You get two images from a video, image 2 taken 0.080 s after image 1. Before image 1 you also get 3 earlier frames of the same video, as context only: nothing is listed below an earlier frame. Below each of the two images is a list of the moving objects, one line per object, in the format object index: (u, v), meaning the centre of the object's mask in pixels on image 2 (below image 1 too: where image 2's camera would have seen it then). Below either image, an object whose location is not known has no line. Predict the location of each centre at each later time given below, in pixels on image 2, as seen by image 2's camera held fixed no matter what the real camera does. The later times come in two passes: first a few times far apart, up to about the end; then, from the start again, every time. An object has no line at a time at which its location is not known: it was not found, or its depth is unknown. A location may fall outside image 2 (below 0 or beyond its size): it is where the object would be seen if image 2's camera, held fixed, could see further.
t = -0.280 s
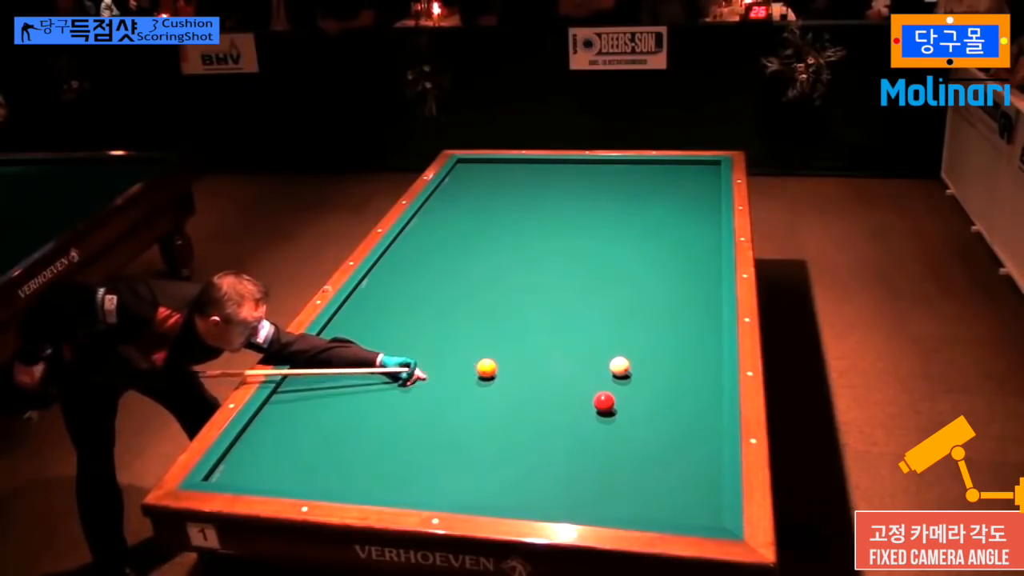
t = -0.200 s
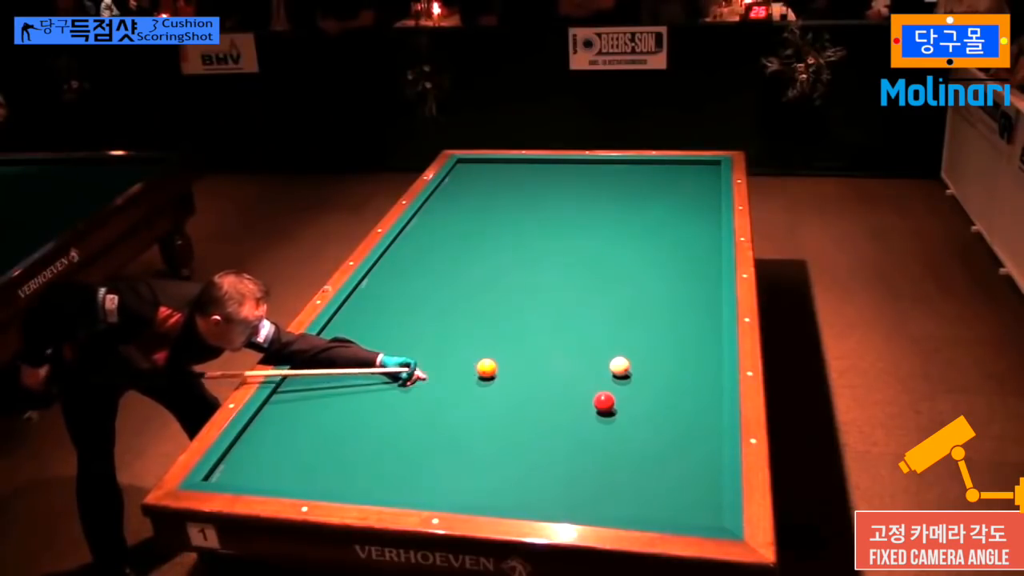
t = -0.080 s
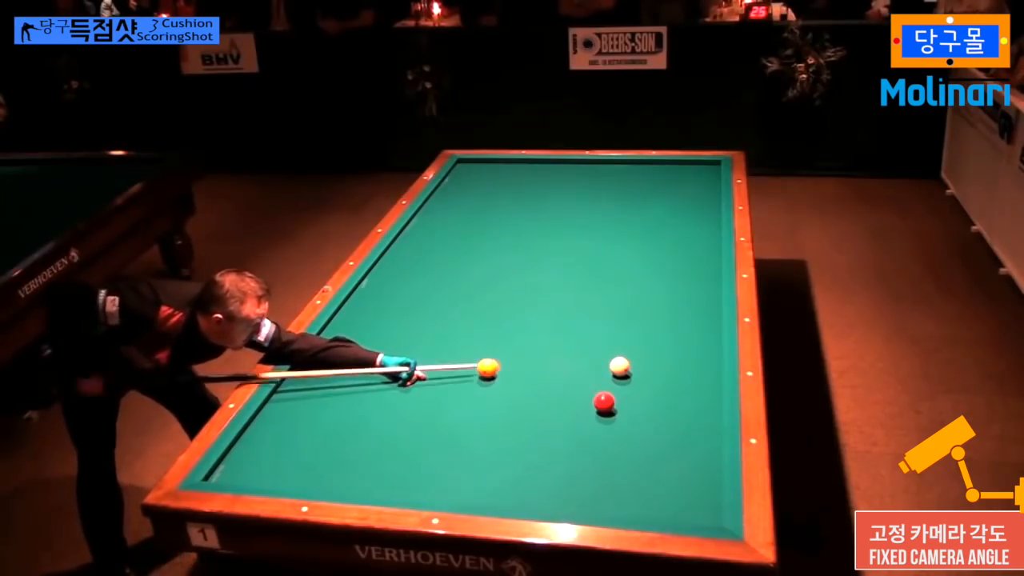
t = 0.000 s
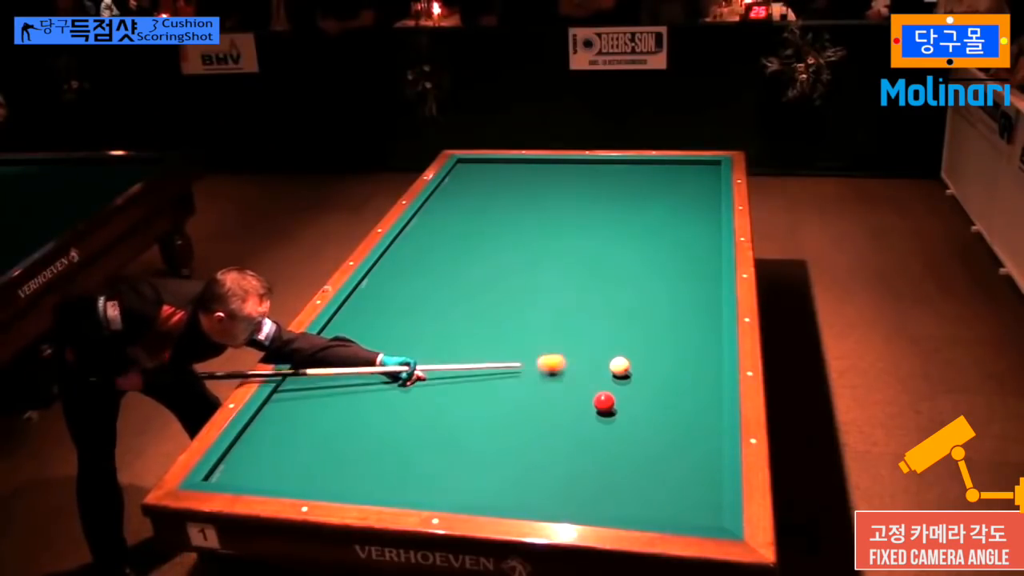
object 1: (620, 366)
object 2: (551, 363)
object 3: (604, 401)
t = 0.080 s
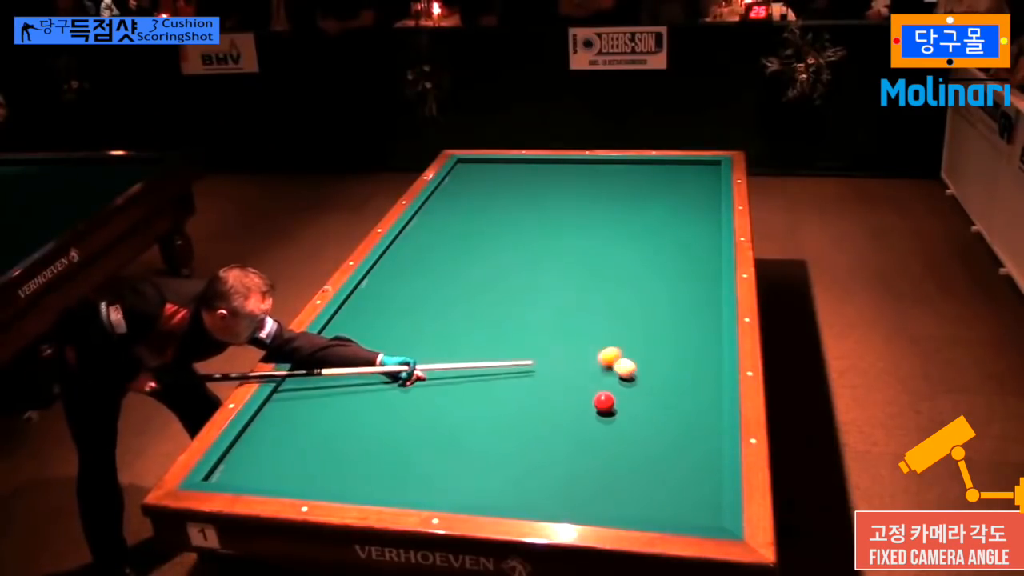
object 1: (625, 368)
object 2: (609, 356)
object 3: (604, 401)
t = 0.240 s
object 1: (689, 396)
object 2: (665, 326)
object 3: (604, 401)
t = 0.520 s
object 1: (659, 423)
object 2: (692, 281)
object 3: (604, 401)
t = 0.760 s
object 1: (605, 441)
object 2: (660, 247)
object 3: (604, 401)
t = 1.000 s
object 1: (550, 459)
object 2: (634, 217)
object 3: (604, 402)
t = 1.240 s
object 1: (494, 478)
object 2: (612, 192)
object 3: (604, 402)
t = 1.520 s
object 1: (431, 490)
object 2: (589, 168)
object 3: (604, 402)
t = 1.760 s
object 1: (393, 475)
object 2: (557, 170)
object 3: (604, 402)
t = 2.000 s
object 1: (359, 460)
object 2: (517, 181)
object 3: (604, 402)
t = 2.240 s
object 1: (327, 446)
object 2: (476, 193)
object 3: (604, 402)
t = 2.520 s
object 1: (293, 430)
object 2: (426, 207)
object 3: (604, 402)
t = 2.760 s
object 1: (267, 418)
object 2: (437, 220)
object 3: (604, 402)
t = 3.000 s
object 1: (283, 408)
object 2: (447, 234)
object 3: (604, 402)
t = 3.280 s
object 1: (312, 396)
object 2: (461, 251)
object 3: (604, 402)
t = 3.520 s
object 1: (336, 388)
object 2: (473, 266)
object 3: (604, 402)
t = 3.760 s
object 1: (357, 379)
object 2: (486, 283)
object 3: (604, 402)
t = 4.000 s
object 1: (378, 371)
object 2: (501, 301)
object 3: (604, 402)
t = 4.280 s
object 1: (401, 363)
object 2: (518, 323)
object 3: (604, 402)
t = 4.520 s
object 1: (420, 355)
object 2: (535, 344)
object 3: (604, 402)
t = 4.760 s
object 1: (437, 349)
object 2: (553, 366)
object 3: (604, 402)
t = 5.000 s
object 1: (454, 343)
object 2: (572, 390)
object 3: (604, 401)
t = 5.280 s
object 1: (471, 336)
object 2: (591, 420)
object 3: (608, 401)
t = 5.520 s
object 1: (485, 331)
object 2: (605, 448)
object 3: (615, 401)
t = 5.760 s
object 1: (499, 326)
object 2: (620, 479)
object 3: (621, 401)
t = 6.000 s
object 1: (511, 322)
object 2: (637, 510)
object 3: (627, 400)
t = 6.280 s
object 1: (524, 316)
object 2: (667, 492)
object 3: (631, 400)
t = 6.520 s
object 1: (535, 313)
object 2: (691, 477)
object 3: (635, 400)
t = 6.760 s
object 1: (545, 309)
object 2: (709, 463)
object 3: (637, 400)
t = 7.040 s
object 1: (555, 305)
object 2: (696, 446)
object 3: (639, 400)
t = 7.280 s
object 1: (564, 302)
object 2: (685, 433)
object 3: (639, 400)
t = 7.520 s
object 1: (572, 300)
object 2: (676, 422)
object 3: (639, 400)
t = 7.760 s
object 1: (579, 297)
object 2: (667, 411)
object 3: (639, 400)
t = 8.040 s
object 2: (659, 400)
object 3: (638, 400)
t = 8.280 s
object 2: (658, 391)
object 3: (633, 399)
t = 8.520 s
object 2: (656, 384)
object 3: (629, 398)
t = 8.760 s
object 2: (655, 377)
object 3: (626, 398)
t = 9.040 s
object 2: (654, 370)
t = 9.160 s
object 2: (654, 367)
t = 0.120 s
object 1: (640, 374)
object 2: (625, 348)
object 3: (604, 401)
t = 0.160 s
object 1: (657, 382)
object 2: (639, 340)
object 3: (604, 401)
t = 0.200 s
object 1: (673, 389)
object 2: (652, 333)
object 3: (604, 401)
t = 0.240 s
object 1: (689, 396)
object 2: (665, 326)
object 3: (604, 401)
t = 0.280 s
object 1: (704, 403)
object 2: (678, 320)
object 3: (604, 401)
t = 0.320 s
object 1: (708, 408)
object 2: (690, 313)
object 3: (604, 401)
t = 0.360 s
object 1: (697, 411)
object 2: (702, 307)
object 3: (604, 401)
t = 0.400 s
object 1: (687, 415)
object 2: (713, 302)
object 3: (604, 401)
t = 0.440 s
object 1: (677, 417)
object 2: (707, 294)
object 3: (604, 401)
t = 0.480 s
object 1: (668, 421)
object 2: (699, 288)
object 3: (604, 401)
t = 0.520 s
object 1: (659, 423)
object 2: (692, 281)
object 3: (604, 401)
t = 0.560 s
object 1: (650, 426)
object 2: (685, 275)
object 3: (604, 401)
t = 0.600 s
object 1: (641, 429)
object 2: (680, 269)
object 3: (604, 401)
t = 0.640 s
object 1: (632, 432)
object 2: (674, 263)
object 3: (604, 401)
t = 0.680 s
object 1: (623, 435)
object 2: (669, 257)
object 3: (604, 401)
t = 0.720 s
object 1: (614, 438)
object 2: (664, 252)
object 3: (604, 401)
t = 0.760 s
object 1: (605, 441)
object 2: (660, 247)
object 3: (604, 401)
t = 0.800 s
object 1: (596, 444)
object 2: (655, 241)
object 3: (604, 401)
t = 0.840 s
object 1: (587, 447)
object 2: (651, 236)
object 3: (604, 401)
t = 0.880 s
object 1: (578, 450)
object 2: (646, 231)
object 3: (604, 401)
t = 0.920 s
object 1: (569, 453)
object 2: (642, 226)
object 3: (604, 401)
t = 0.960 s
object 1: (560, 456)
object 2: (638, 222)
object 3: (604, 401)
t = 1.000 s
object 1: (550, 459)
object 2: (634, 217)
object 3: (604, 402)
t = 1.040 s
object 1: (541, 462)
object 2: (630, 213)
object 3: (604, 402)
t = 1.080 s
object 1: (532, 466)
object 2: (626, 208)
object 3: (604, 402)
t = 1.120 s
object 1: (522, 468)
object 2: (622, 204)
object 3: (604, 402)
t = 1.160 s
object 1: (513, 472)
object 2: (619, 200)
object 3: (604, 402)
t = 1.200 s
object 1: (503, 475)
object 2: (615, 196)
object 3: (604, 402)
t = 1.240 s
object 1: (494, 478)
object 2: (612, 192)
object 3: (604, 402)
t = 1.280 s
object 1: (484, 482)
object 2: (608, 188)
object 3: (604, 402)
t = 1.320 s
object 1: (474, 484)
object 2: (605, 185)
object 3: (604, 402)
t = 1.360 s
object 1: (465, 488)
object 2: (602, 181)
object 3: (604, 402)
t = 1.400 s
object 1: (455, 490)
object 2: (599, 178)
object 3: (604, 402)
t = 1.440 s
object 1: (446, 492)
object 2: (595, 174)
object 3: (604, 402)
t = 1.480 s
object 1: (437, 492)
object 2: (592, 171)
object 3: (604, 402)
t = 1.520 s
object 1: (431, 490)
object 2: (589, 168)
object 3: (604, 402)
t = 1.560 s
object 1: (424, 488)
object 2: (586, 164)
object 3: (604, 402)
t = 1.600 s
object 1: (418, 485)
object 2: (584, 161)
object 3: (604, 402)
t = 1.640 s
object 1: (412, 482)
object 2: (577, 163)
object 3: (604, 402)
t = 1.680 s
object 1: (405, 480)
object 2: (570, 165)
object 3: (604, 401)
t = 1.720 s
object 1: (399, 477)
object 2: (564, 168)
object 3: (604, 402)
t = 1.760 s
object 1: (393, 475)
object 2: (557, 170)
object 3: (604, 402)
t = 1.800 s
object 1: (387, 472)
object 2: (550, 172)
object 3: (604, 402)
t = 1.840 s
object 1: (381, 470)
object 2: (543, 174)
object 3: (604, 402)
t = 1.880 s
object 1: (375, 467)
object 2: (537, 176)
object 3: (604, 402)
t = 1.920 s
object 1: (370, 465)
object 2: (530, 178)
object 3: (604, 402)
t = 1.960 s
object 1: (364, 462)
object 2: (523, 180)
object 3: (604, 402)
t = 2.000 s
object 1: (359, 460)
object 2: (517, 181)
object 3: (604, 402)
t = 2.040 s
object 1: (353, 457)
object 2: (510, 183)
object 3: (604, 402)
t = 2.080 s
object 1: (348, 455)
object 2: (504, 185)
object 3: (604, 402)
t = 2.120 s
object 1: (342, 453)
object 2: (497, 187)
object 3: (604, 402)
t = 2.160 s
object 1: (337, 450)
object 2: (490, 189)
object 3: (604, 402)
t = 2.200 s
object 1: (332, 448)
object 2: (483, 191)
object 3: (604, 402)
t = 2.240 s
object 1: (327, 446)
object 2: (476, 193)
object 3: (604, 402)
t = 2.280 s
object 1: (322, 443)
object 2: (469, 195)
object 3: (604, 402)
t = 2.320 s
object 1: (317, 441)
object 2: (462, 197)
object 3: (604, 402)
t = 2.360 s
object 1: (312, 439)
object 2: (455, 199)
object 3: (604, 402)
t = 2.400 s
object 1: (308, 437)
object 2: (448, 201)
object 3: (604, 402)
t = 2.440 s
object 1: (303, 434)
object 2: (441, 203)
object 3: (604, 402)
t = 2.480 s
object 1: (298, 432)
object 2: (433, 205)
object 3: (604, 402)
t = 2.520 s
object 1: (293, 430)
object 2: (426, 207)
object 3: (604, 402)
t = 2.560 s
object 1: (289, 428)
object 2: (427, 209)
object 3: (604, 402)
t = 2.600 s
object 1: (285, 426)
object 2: (429, 211)
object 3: (604, 402)
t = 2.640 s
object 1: (280, 424)
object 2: (431, 213)
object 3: (604, 402)
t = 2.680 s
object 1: (276, 422)
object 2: (433, 216)
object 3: (604, 402)
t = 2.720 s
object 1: (271, 420)
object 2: (435, 218)
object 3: (604, 402)
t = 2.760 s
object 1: (267, 418)
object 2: (437, 220)
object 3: (604, 402)
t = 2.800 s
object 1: (263, 416)
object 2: (438, 222)
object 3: (604, 402)
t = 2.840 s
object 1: (265, 415)
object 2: (440, 224)
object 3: (604, 402)
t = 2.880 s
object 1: (270, 413)
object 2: (442, 227)
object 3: (604, 402)
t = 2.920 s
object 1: (274, 411)
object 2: (443, 229)
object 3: (604, 402)
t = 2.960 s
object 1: (279, 409)
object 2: (445, 231)
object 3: (604, 402)
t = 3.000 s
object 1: (283, 408)
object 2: (447, 234)
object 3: (604, 402)
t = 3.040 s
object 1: (287, 406)
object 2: (449, 236)
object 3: (604, 402)
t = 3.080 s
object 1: (292, 405)
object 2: (451, 238)
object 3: (604, 402)
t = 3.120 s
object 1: (296, 403)
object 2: (453, 241)
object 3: (604, 402)
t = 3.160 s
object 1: (300, 401)
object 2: (455, 243)
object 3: (604, 402)
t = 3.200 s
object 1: (304, 400)
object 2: (457, 246)
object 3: (604, 402)
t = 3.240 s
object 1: (308, 398)
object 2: (459, 248)
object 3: (604, 402)
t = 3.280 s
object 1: (312, 396)
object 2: (461, 251)
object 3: (604, 402)
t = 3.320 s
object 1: (316, 395)
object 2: (463, 253)
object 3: (604, 402)
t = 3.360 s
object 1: (320, 394)
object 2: (465, 256)
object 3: (604, 402)
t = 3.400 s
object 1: (324, 392)
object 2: (467, 258)
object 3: (604, 402)
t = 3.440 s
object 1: (328, 391)
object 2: (469, 261)
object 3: (604, 402)
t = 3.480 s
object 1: (332, 389)
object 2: (471, 264)
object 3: (604, 402)
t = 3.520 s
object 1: (336, 388)
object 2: (473, 266)
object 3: (604, 402)
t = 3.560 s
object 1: (339, 386)
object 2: (475, 269)
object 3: (604, 402)
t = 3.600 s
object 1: (343, 385)
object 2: (478, 272)
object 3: (604, 402)
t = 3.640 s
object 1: (347, 384)
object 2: (480, 274)
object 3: (604, 402)
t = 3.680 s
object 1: (350, 382)
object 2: (482, 277)
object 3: (604, 402)
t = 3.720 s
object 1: (354, 381)
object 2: (484, 280)
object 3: (604, 402)
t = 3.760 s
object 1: (357, 379)
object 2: (486, 283)
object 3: (604, 402)
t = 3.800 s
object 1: (361, 378)
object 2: (489, 286)
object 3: (604, 402)
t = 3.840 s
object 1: (365, 377)
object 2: (491, 289)
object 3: (604, 402)
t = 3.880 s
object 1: (368, 375)
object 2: (494, 292)
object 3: (604, 402)
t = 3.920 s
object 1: (371, 374)
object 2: (496, 294)
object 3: (604, 402)
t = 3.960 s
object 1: (375, 372)
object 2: (498, 298)
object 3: (604, 402)
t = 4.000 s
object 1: (378, 371)
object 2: (501, 301)
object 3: (604, 402)
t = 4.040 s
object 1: (382, 370)
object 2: (503, 304)
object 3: (604, 402)
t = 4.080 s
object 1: (385, 369)
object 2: (505, 307)
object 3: (604, 402)
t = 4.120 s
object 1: (388, 368)
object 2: (508, 310)
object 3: (604, 402)
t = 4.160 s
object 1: (392, 366)
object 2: (511, 313)
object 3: (604, 401)
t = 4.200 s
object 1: (395, 365)
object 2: (513, 317)
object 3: (604, 402)
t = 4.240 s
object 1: (398, 364)
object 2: (516, 320)
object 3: (604, 402)
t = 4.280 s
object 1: (401, 363)
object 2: (518, 323)
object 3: (604, 402)
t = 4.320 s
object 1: (405, 361)
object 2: (521, 326)
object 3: (604, 402)
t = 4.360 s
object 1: (408, 360)
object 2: (524, 329)
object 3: (604, 402)
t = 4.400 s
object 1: (411, 358)
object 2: (526, 333)
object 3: (604, 402)
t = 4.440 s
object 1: (414, 358)
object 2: (529, 336)
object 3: (604, 402)
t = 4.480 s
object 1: (417, 357)
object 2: (532, 340)
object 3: (604, 402)
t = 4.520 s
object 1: (420, 355)
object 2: (535, 344)
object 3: (604, 402)
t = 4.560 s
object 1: (423, 354)
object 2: (538, 347)
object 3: (604, 402)
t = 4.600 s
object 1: (426, 353)
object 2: (541, 351)
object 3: (604, 402)
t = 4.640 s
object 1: (429, 352)
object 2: (544, 355)
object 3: (604, 402)
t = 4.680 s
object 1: (432, 351)
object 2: (547, 358)
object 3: (604, 401)
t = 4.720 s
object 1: (434, 350)
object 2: (549, 362)
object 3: (604, 402)
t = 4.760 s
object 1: (437, 349)
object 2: (553, 366)
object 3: (604, 402)
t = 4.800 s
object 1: (440, 348)
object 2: (556, 369)
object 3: (604, 402)
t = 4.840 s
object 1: (443, 347)
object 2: (559, 373)
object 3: (604, 402)
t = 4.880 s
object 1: (446, 346)
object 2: (562, 378)
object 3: (604, 402)
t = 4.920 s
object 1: (448, 345)
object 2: (565, 382)
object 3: (604, 401)
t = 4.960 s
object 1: (451, 344)
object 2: (568, 385)
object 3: (604, 401)
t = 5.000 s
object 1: (454, 343)
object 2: (572, 390)
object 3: (604, 401)
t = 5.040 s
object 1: (456, 342)
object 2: (575, 394)
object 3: (604, 401)
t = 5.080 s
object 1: (459, 341)
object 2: (578, 398)
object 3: (604, 401)
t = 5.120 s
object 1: (461, 340)
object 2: (581, 402)
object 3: (604, 401)
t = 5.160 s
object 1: (464, 339)
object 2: (584, 406)
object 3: (605, 402)
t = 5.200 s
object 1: (466, 338)
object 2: (586, 411)
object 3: (606, 401)
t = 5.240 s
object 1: (469, 337)
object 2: (589, 416)
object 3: (607, 401)
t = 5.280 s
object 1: (471, 336)
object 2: (591, 420)
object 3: (608, 401)
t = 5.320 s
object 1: (473, 335)
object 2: (593, 425)
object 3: (609, 401)
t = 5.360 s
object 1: (476, 334)
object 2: (595, 428)
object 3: (611, 401)
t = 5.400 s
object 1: (478, 334)
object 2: (598, 434)
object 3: (612, 401)
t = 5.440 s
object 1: (480, 333)
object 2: (600, 439)
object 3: (613, 401)
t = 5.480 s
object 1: (483, 331)
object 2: (603, 444)
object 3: (614, 401)
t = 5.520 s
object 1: (485, 331)
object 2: (605, 448)
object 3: (615, 401)
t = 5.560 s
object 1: (487, 330)
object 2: (608, 453)
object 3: (616, 401)
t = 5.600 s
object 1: (490, 329)
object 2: (610, 458)
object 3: (617, 401)
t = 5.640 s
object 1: (492, 329)
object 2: (613, 463)
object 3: (618, 401)
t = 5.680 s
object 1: (494, 328)
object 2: (615, 468)
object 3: (619, 401)
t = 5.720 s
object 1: (496, 327)
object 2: (618, 473)
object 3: (620, 401)
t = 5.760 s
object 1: (499, 326)
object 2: (620, 479)
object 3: (621, 401)
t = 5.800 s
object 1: (501, 325)
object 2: (623, 484)
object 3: (622, 400)
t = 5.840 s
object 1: (502, 324)
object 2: (626, 490)
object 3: (623, 401)
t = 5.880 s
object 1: (505, 324)
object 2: (628, 495)
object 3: (624, 401)
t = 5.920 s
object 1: (507, 323)
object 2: (631, 501)
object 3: (625, 400)
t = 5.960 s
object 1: (509, 322)
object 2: (634, 506)
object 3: (626, 400)
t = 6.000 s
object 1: (511, 322)
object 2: (637, 510)
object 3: (627, 400)
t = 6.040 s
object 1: (513, 321)
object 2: (641, 508)
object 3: (627, 400)
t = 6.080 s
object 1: (515, 319)
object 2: (646, 506)
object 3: (628, 400)
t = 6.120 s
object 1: (517, 319)
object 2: (650, 503)
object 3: (629, 401)
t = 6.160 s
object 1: (518, 318)
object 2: (655, 500)
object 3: (629, 400)
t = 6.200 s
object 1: (520, 318)
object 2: (659, 497)
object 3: (630, 400)
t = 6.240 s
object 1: (522, 317)
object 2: (663, 495)
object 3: (631, 400)
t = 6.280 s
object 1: (524, 316)
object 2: (667, 492)
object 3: (631, 400)
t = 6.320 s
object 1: (526, 316)
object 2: (671, 490)
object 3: (632, 400)
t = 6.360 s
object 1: (528, 315)
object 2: (676, 487)
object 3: (633, 400)
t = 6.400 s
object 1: (529, 315)
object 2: (679, 484)
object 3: (633, 400)
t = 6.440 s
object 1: (531, 314)
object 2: (683, 482)
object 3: (634, 400)
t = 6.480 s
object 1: (533, 314)
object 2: (687, 480)
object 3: (634, 400)
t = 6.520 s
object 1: (535, 313)
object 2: (691, 477)
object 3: (635, 400)
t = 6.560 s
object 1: (536, 312)
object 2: (695, 475)
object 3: (635, 400)
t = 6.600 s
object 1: (538, 311)
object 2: (699, 472)
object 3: (636, 400)
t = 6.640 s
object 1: (540, 311)
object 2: (703, 470)
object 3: (636, 400)
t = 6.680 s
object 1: (541, 310)
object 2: (706, 467)
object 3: (636, 400)
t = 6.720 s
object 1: (543, 310)
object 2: (710, 465)
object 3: (637, 400)
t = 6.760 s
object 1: (545, 309)
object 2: (709, 463)
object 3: (637, 400)
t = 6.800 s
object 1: (546, 309)
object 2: (707, 460)
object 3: (637, 400)
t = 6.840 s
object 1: (548, 308)
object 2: (705, 458)
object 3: (638, 400)
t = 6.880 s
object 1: (549, 308)
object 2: (703, 456)
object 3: (638, 400)
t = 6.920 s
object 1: (551, 307)
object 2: (701, 453)
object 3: (638, 400)
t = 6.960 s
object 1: (553, 306)
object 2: (699, 451)
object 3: (638, 400)
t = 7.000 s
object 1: (554, 305)
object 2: (697, 448)
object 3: (638, 400)
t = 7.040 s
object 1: (555, 305)
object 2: (696, 446)
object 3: (639, 400)
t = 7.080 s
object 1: (557, 304)
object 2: (694, 444)
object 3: (639, 400)
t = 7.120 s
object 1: (559, 304)
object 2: (692, 442)
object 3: (639, 400)
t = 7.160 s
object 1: (560, 304)
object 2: (690, 440)
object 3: (639, 400)
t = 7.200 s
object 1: (561, 303)
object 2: (689, 438)
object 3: (639, 400)
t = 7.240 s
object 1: (563, 303)
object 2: (687, 436)
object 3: (639, 400)
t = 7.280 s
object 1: (564, 302)
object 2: (685, 433)
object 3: (639, 400)
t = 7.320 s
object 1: (565, 302)
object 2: (684, 432)
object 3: (639, 400)
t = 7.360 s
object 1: (567, 301)
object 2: (682, 429)
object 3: (639, 400)
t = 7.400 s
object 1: (568, 301)
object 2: (680, 427)
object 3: (639, 400)
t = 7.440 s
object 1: (569, 300)
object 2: (679, 426)
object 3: (639, 400)
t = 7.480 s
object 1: (570, 300)
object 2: (677, 423)
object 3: (639, 400)
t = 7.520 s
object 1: (572, 300)
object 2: (676, 422)
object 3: (639, 400)
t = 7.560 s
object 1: (573, 299)
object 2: (674, 420)
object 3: (639, 400)
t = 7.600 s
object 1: (574, 298)
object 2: (673, 418)
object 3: (639, 400)
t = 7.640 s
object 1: (575, 298)
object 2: (671, 416)
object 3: (639, 400)
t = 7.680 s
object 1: (576, 298)
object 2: (670, 415)
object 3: (639, 400)
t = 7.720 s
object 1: (578, 297)
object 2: (669, 413)
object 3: (639, 400)
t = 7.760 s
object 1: (579, 297)
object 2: (667, 411)
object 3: (639, 400)
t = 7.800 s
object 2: (666, 409)
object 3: (639, 400)
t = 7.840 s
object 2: (665, 408)
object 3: (639, 400)
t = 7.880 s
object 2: (664, 406)
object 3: (639, 400)
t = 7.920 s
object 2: (662, 405)
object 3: (639, 400)
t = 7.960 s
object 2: (661, 403)
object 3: (639, 400)
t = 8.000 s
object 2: (660, 401)
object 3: (639, 400)
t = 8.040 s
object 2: (659, 400)
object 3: (638, 400)
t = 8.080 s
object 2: (659, 398)
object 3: (637, 399)
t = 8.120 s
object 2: (659, 397)
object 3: (636, 399)
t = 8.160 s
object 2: (659, 396)
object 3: (636, 399)
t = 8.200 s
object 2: (658, 394)
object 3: (635, 399)
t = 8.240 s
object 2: (658, 393)
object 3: (634, 399)
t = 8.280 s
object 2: (658, 391)
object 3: (633, 399)
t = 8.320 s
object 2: (658, 390)
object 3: (633, 399)
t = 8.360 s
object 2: (657, 389)
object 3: (632, 399)
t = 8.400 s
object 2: (657, 388)
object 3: (631, 399)
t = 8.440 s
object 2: (657, 387)
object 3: (630, 399)
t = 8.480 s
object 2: (657, 385)
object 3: (630, 399)
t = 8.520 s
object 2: (656, 384)
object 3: (629, 398)
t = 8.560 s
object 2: (656, 383)
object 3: (629, 398)
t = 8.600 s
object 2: (656, 382)
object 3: (628, 398)
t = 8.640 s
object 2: (656, 380)
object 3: (627, 398)
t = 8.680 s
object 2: (656, 380)
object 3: (627, 398)
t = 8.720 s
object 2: (655, 378)
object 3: (627, 398)
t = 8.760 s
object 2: (655, 377)
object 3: (626, 398)
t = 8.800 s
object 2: (655, 376)
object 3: (626, 398)
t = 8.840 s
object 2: (655, 375)
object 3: (625, 398)
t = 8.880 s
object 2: (655, 374)
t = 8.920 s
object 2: (655, 373)
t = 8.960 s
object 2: (654, 372)
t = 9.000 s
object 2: (654, 371)
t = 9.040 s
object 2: (654, 370)
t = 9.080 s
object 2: (654, 369)
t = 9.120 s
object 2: (654, 368)
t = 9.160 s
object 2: (654, 367)
